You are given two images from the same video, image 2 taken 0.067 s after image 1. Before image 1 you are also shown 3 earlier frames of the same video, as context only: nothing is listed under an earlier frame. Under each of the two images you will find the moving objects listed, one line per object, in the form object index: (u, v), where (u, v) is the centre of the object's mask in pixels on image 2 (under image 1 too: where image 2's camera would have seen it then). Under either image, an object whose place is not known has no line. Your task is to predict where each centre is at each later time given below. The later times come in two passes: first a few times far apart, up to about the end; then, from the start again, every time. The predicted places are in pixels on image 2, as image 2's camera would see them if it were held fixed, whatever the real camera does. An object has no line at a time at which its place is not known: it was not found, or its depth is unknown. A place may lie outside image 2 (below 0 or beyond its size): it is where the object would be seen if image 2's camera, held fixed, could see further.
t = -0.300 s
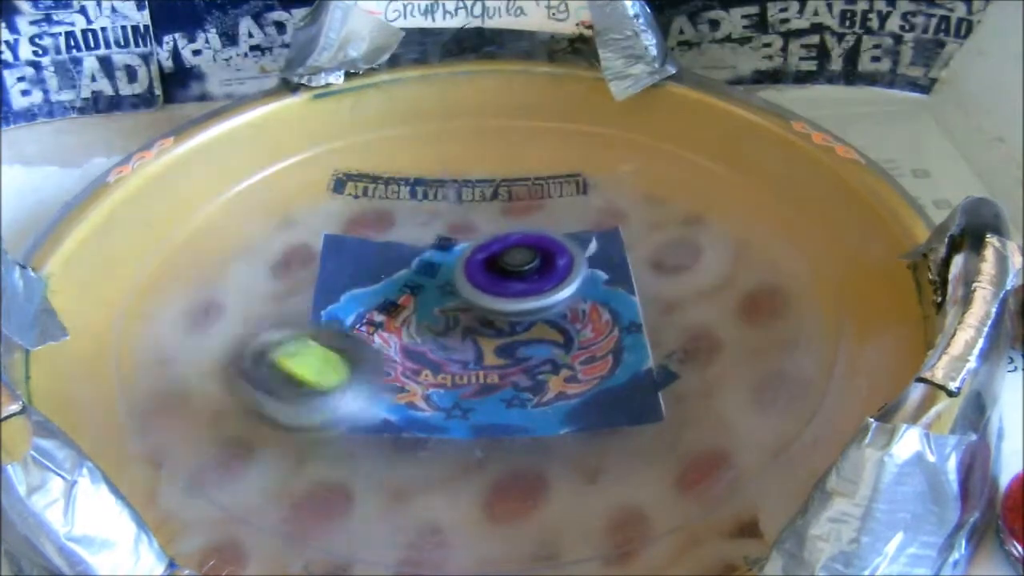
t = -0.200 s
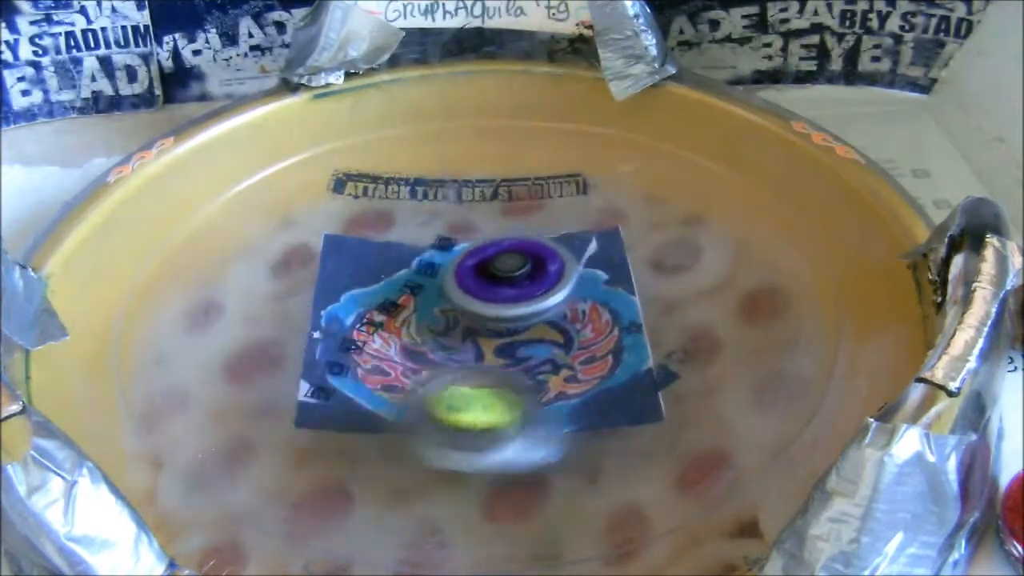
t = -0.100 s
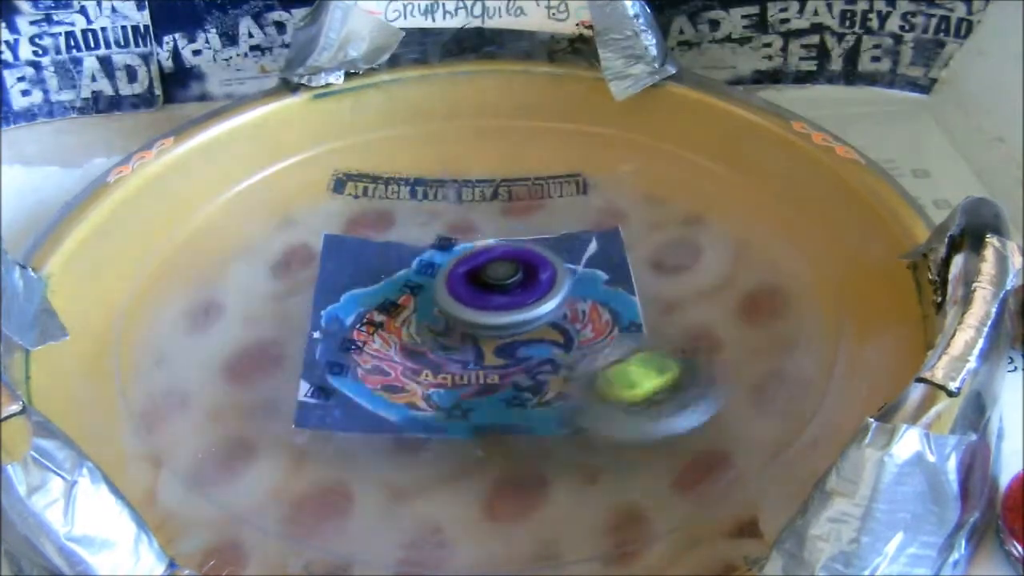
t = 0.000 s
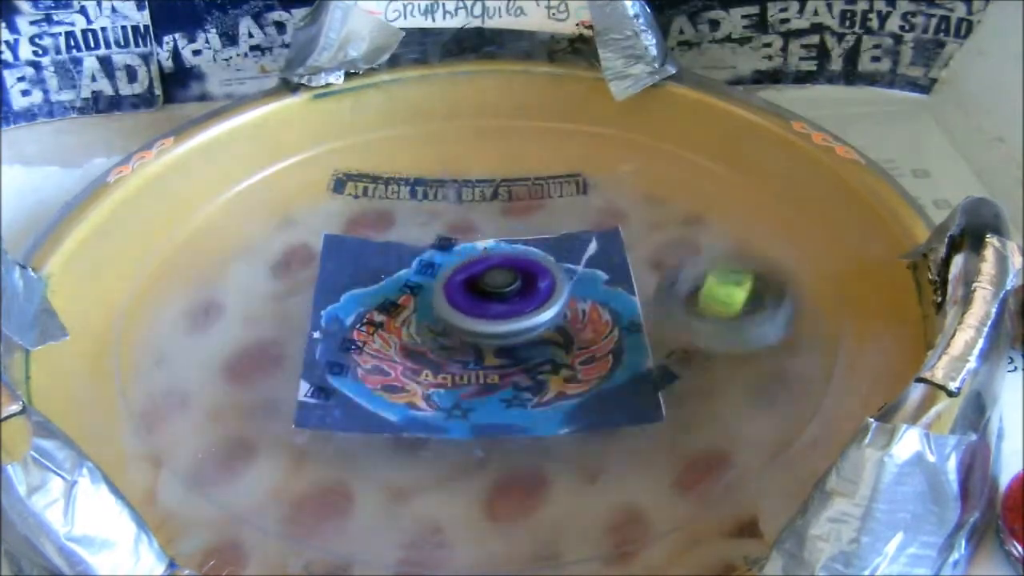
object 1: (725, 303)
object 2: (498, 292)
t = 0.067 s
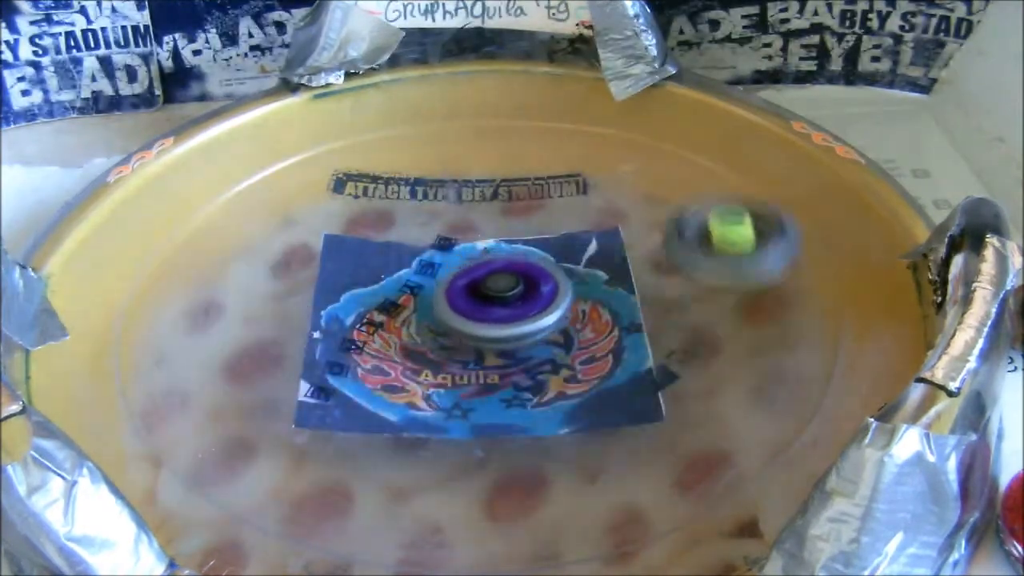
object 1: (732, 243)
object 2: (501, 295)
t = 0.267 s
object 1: (557, 129)
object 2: (506, 295)
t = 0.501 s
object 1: (272, 217)
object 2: (487, 289)
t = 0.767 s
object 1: (466, 421)
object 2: (465, 293)
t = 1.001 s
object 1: (739, 308)
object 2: (479, 286)
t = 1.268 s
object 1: (548, 149)
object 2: (458, 271)
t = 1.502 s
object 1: (266, 243)
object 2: (466, 281)
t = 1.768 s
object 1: (461, 431)
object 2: (495, 267)
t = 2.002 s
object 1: (710, 307)
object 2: (481, 267)
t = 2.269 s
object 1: (514, 150)
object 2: (505, 281)
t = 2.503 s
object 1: (251, 236)
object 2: (510, 277)
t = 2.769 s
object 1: (468, 405)
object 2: (489, 287)
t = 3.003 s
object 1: (700, 268)
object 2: (498, 294)
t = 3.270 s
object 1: (487, 140)
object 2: (492, 288)
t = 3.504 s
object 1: (273, 262)
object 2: (467, 288)
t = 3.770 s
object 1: (559, 399)
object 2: (475, 290)
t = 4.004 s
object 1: (711, 239)
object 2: (473, 276)
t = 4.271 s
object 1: (439, 167)
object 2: (467, 279)
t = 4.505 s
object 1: (296, 320)
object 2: (489, 279)
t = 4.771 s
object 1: (615, 393)
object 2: (489, 268)
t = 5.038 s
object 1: (639, 203)
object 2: (491, 284)
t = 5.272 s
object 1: (373, 185)
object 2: (505, 283)
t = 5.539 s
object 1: (342, 360)
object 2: (488, 287)
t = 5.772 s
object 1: (640, 347)
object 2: (493, 291)
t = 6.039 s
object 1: (578, 168)
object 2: (485, 287)
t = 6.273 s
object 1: (326, 204)
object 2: (471, 287)
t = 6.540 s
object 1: (440, 380)
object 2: (481, 280)
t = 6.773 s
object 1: (691, 294)
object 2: (473, 278)
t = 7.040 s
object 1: (522, 168)
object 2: (477, 279)
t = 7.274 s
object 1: (311, 267)
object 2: (490, 278)
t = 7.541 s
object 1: (545, 397)
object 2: (491, 273)
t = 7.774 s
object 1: (675, 254)
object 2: (487, 284)
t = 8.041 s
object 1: (427, 185)
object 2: (497, 287)
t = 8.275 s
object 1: (306, 319)
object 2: (488, 286)
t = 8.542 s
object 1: (605, 358)
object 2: (487, 289)
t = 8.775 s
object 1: (617, 204)
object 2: (485, 286)
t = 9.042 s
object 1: (352, 202)
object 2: (473, 285)
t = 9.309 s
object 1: (424, 367)
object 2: (486, 280)
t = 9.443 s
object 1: (598, 358)
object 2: (484, 278)
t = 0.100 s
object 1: (721, 214)
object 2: (503, 296)
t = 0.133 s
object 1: (700, 190)
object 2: (504, 297)
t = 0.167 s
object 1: (672, 167)
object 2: (503, 296)
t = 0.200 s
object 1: (638, 149)
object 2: (504, 295)
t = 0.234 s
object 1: (599, 137)
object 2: (505, 295)
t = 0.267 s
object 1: (557, 129)
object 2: (506, 295)
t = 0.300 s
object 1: (512, 125)
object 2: (506, 294)
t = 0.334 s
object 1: (469, 127)
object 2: (503, 293)
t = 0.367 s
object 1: (422, 136)
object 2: (503, 292)
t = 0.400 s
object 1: (380, 149)
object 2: (500, 291)
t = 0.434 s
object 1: (341, 166)
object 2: (495, 290)
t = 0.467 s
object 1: (303, 188)
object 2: (491, 289)
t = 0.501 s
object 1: (272, 217)
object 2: (487, 289)
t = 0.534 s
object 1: (255, 246)
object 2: (481, 290)
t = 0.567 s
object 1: (251, 275)
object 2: (479, 289)
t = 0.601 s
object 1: (260, 304)
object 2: (476, 288)
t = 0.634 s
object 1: (285, 334)
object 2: (470, 289)
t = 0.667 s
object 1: (317, 363)
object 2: (466, 291)
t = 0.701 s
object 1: (357, 385)
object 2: (465, 291)
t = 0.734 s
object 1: (405, 405)
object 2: (465, 292)
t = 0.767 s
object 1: (466, 421)
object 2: (465, 293)
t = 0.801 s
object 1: (521, 426)
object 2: (466, 294)
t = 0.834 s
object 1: (577, 423)
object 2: (468, 294)
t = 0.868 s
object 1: (621, 413)
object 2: (471, 294)
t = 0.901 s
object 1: (664, 394)
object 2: (474, 292)
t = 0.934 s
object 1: (701, 367)
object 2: (476, 290)
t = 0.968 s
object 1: (726, 336)
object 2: (477, 290)
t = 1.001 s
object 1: (739, 308)
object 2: (479, 286)
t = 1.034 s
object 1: (742, 277)
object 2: (478, 285)
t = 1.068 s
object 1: (739, 249)
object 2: (477, 283)
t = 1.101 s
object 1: (726, 222)
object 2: (474, 279)
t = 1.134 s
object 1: (703, 199)
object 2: (472, 276)
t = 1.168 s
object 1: (671, 179)
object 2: (469, 274)
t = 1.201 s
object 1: (633, 165)
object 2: (465, 273)
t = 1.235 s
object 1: (594, 155)
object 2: (461, 271)
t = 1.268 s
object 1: (548, 149)
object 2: (458, 271)
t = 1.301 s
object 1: (501, 148)
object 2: (455, 272)
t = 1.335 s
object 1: (458, 151)
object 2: (453, 274)
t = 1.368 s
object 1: (412, 160)
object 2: (452, 276)
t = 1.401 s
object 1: (371, 172)
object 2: (454, 277)
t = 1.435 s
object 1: (330, 194)
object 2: (457, 279)
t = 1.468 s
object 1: (295, 215)
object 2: (461, 280)
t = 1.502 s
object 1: (266, 243)
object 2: (466, 281)
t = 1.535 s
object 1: (253, 268)
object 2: (470, 281)
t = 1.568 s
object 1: (251, 295)
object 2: (475, 280)
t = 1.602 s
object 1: (262, 323)
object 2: (477, 279)
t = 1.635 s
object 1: (283, 351)
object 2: (485, 275)
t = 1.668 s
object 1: (314, 376)
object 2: (488, 273)
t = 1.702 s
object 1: (358, 399)
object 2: (492, 271)
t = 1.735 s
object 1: (408, 419)
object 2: (495, 269)
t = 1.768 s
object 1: (461, 431)
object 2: (495, 267)
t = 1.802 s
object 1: (515, 433)
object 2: (494, 266)
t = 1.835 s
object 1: (561, 428)
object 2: (492, 265)
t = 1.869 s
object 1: (610, 412)
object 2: (490, 263)
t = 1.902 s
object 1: (650, 393)
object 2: (488, 263)
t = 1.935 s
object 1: (678, 367)
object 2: (485, 264)
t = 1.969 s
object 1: (697, 337)
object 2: (483, 265)
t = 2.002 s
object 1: (710, 307)
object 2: (481, 267)
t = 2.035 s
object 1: (713, 276)
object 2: (483, 270)
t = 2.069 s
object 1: (703, 249)
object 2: (484, 273)
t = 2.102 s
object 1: (688, 224)
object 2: (486, 274)
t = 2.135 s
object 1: (666, 202)
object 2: (489, 277)
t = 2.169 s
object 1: (632, 184)
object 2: (494, 280)
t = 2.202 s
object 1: (598, 169)
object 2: (497, 281)
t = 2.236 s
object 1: (558, 157)
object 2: (500, 280)
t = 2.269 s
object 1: (514, 150)
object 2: (505, 281)
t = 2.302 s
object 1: (471, 148)
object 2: (506, 280)
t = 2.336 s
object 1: (427, 151)
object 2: (508, 280)
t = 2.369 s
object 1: (384, 161)
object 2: (509, 279)
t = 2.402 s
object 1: (345, 173)
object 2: (510, 279)
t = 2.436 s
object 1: (307, 189)
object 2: (512, 279)
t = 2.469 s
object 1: (273, 212)
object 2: (512, 278)
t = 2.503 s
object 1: (251, 236)
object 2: (510, 277)
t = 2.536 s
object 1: (240, 262)
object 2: (509, 278)
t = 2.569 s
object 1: (242, 291)
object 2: (507, 278)
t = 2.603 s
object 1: (256, 317)
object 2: (504, 278)
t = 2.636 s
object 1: (283, 341)
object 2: (500, 280)
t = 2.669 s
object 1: (323, 366)
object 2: (498, 280)
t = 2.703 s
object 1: (368, 385)
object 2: (495, 283)
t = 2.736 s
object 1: (418, 398)
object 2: (491, 285)
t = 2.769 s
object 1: (468, 405)
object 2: (489, 287)
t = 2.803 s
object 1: (524, 406)
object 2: (489, 288)
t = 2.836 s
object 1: (574, 395)
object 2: (489, 290)
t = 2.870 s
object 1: (618, 379)
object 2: (490, 292)
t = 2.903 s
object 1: (652, 359)
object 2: (492, 292)
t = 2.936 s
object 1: (679, 331)
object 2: (493, 293)
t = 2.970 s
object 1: (695, 300)
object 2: (496, 294)
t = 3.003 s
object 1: (700, 268)
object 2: (498, 294)
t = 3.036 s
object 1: (698, 242)
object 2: (500, 293)
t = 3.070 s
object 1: (686, 216)
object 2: (501, 293)
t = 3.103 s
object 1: (664, 193)
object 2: (501, 292)
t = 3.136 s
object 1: (638, 177)
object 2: (501, 291)
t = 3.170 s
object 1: (605, 159)
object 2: (500, 290)
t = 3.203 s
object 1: (568, 147)
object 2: (499, 288)
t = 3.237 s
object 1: (527, 142)
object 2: (496, 288)
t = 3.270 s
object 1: (487, 140)
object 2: (492, 288)
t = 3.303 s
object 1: (444, 144)
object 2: (488, 286)
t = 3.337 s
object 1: (405, 152)
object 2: (484, 286)
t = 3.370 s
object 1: (367, 166)
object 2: (478, 285)
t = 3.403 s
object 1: (331, 186)
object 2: (473, 285)
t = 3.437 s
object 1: (301, 207)
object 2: (470, 286)
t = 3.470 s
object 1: (281, 235)
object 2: (468, 287)
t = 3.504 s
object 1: (273, 262)
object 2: (467, 288)
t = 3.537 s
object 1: (280, 290)
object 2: (467, 288)
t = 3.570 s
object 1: (298, 318)
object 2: (468, 289)
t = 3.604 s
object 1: (328, 344)
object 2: (469, 289)
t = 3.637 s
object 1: (364, 365)
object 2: (471, 289)
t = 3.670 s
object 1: (407, 384)
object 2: (473, 288)
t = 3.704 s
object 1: (455, 397)
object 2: (474, 288)
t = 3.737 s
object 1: (509, 404)
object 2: (476, 288)
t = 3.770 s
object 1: (559, 399)
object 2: (475, 290)
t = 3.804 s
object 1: (609, 388)
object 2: (477, 288)
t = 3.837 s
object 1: (649, 371)
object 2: (479, 285)
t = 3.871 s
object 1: (681, 351)
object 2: (478, 283)
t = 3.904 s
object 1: (703, 321)
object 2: (476, 280)
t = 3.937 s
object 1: (711, 295)
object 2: (475, 278)
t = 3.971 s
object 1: (719, 264)
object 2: (475, 277)
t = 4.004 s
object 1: (711, 239)
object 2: (473, 276)
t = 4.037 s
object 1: (696, 214)
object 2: (471, 275)
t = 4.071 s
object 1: (671, 195)
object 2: (469, 274)
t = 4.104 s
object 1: (641, 182)
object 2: (467, 275)
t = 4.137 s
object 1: (606, 170)
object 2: (466, 275)
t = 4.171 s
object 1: (565, 162)
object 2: (465, 276)
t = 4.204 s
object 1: (524, 159)
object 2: (465, 277)
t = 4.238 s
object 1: (481, 160)
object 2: (466, 278)
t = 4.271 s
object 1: (439, 167)
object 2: (467, 279)
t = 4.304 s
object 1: (396, 181)
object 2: (470, 279)
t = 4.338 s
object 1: (362, 197)
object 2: (473, 280)
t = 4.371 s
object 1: (330, 215)
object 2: (476, 280)
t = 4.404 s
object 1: (303, 239)
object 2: (479, 280)
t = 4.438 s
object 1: (290, 264)
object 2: (482, 280)
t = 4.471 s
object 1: (286, 292)
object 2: (485, 279)
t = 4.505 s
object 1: (296, 320)
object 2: (489, 279)
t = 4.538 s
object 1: (317, 345)
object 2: (492, 276)
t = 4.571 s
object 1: (344, 369)
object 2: (494, 274)
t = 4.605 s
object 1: (384, 387)
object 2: (497, 272)
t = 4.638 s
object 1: (425, 402)
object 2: (497, 270)
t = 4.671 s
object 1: (475, 412)
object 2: (498, 268)
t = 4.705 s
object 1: (525, 413)
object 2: (496, 268)
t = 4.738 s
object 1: (574, 407)
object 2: (493, 267)
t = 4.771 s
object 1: (615, 393)
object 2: (489, 268)
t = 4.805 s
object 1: (652, 372)
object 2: (486, 270)
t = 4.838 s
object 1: (674, 352)
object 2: (484, 272)
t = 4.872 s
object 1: (691, 324)
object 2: (484, 274)
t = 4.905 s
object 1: (699, 293)
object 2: (484, 276)
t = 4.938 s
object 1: (697, 268)
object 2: (486, 280)
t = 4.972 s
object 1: (684, 244)
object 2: (487, 282)
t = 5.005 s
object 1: (668, 221)
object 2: (489, 283)
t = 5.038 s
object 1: (639, 203)
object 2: (491, 284)
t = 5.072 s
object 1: (606, 189)
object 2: (494, 285)
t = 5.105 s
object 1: (569, 175)
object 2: (498, 286)
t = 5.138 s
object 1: (532, 171)
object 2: (501, 286)
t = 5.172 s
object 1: (490, 168)
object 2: (503, 286)
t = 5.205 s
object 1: (448, 170)
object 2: (504, 285)
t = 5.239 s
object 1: (405, 174)
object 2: (505, 284)
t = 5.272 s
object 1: (373, 185)
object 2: (505, 283)
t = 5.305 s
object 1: (335, 200)
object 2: (503, 284)
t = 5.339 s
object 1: (303, 219)
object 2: (503, 284)
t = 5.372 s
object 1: (279, 243)
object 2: (500, 283)
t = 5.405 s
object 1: (268, 266)
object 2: (497, 284)
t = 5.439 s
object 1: (269, 291)
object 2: (495, 284)
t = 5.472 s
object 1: (283, 319)
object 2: (492, 285)
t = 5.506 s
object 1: (306, 340)
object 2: (490, 286)
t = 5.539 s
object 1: (342, 360)
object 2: (488, 287)
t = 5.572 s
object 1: (379, 378)
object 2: (487, 288)
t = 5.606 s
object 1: (423, 389)
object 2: (487, 289)
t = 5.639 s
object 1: (471, 395)
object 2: (487, 290)
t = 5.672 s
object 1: (524, 395)
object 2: (489, 290)
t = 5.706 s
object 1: (571, 384)
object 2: (491, 291)
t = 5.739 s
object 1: (605, 370)
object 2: (492, 291)
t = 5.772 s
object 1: (640, 347)
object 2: (493, 291)
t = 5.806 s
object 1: (662, 323)
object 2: (494, 291)
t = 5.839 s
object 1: (674, 299)
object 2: (494, 291)
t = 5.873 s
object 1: (679, 266)
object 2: (495, 290)
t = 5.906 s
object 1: (673, 243)
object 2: (495, 289)
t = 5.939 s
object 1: (661, 219)
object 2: (493, 288)
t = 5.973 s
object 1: (636, 200)
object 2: (490, 286)
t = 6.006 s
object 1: (610, 184)
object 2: (489, 286)
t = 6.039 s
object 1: (578, 168)
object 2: (485, 287)
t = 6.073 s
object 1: (543, 160)
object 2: (482, 286)
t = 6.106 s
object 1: (504, 153)
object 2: (476, 284)
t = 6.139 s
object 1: (466, 154)
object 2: (474, 285)
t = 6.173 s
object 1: (428, 161)
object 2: (472, 286)
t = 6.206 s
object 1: (389, 172)
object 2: (471, 286)
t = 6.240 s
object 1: (357, 186)
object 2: (471, 286)
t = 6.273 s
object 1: (326, 204)
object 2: (471, 287)
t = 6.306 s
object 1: (301, 229)
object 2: (472, 287)
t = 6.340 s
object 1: (290, 254)
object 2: (473, 287)
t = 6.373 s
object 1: (291, 278)
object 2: (474, 288)
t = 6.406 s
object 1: (303, 303)
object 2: (475, 287)
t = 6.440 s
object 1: (328, 329)
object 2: (479, 286)
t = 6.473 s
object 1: (362, 351)
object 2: (480, 285)
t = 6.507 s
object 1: (403, 369)
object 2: (481, 284)
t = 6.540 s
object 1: (440, 380)
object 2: (481, 280)
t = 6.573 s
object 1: (489, 385)
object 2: (479, 280)
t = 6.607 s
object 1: (540, 387)
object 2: (477, 279)
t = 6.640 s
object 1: (582, 379)
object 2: (475, 278)
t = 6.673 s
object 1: (624, 364)
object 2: (474, 278)
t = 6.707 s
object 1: (654, 343)
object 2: (473, 278)
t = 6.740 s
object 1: (678, 320)
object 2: (473, 277)
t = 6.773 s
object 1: (691, 294)
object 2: (473, 278)
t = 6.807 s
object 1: (697, 267)
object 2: (473, 278)
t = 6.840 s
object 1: (691, 243)
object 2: (474, 278)
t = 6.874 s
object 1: (679, 220)
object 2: (473, 278)
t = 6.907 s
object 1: (656, 200)
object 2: (473, 278)
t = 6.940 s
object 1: (628, 187)
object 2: (474, 278)
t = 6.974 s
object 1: (595, 175)
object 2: (475, 278)
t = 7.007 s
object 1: (559, 168)
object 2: (476, 279)
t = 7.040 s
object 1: (522, 168)
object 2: (477, 279)
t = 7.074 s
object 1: (480, 169)
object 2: (478, 279)
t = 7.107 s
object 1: (442, 175)
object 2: (479, 280)
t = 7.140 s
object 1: (406, 186)
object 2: (481, 279)
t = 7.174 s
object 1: (372, 202)
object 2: (483, 280)
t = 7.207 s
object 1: (342, 223)
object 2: (485, 280)
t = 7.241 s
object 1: (322, 244)
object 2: (488, 279)
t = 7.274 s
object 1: (311, 267)
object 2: (490, 278)
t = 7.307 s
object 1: (310, 295)
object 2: (492, 277)
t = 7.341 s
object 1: (324, 319)
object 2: (493, 276)
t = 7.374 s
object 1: (345, 344)
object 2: (493, 275)
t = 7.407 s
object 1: (378, 364)
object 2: (493, 274)
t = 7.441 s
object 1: (410, 381)
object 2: (493, 273)
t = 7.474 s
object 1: (455, 394)
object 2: (492, 273)
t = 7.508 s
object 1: (501, 399)
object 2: (492, 273)
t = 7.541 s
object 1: (545, 397)
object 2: (491, 273)
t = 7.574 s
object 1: (589, 387)
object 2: (490, 274)
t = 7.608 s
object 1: (627, 371)
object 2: (489, 274)
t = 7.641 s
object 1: (652, 354)
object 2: (488, 275)
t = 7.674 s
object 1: (674, 329)
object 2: (487, 277)
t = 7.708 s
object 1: (684, 303)
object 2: (486, 279)
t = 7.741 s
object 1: (686, 274)
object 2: (487, 283)
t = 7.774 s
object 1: (675, 254)
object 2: (487, 284)
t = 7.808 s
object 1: (662, 233)
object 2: (488, 285)
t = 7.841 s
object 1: (639, 215)
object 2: (489, 286)
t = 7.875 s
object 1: (610, 201)
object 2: (491, 286)
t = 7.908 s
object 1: (577, 190)
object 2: (493, 287)
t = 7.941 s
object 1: (541, 182)
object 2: (496, 287)
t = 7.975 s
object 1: (500, 178)
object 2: (497, 287)
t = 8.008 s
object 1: (463, 181)
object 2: (498, 286)
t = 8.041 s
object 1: (427, 185)
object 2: (497, 287)
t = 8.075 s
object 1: (389, 196)
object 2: (498, 286)
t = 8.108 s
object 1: (355, 208)
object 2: (497, 285)
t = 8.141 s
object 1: (324, 226)
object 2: (496, 285)
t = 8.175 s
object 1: (303, 246)
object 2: (494, 285)
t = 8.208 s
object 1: (292, 267)
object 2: (492, 285)
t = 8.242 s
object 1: (292, 293)
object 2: (490, 285)
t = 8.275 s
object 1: (306, 319)
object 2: (488, 286)
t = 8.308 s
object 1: (328, 337)
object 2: (486, 287)
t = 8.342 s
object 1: (360, 357)
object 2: (486, 287)
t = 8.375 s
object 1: (398, 373)
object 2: (485, 288)
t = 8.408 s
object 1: (438, 383)
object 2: (485, 288)
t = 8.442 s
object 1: (482, 388)
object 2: (484, 289)
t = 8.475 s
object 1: (525, 385)
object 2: (484, 289)
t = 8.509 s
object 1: (569, 375)
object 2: (485, 289)
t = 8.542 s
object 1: (605, 358)
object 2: (487, 289)
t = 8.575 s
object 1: (631, 341)
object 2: (488, 288)
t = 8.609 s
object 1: (650, 318)
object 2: (487, 290)
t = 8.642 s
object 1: (660, 291)
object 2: (487, 290)
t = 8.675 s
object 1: (660, 263)
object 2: (490, 286)
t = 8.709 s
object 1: (654, 243)
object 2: (489, 286)
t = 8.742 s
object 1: (640, 221)
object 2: (486, 286)
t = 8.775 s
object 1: (617, 204)
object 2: (485, 286)
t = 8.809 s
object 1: (589, 190)
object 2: (483, 282)
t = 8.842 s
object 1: (558, 177)
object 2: (481, 282)
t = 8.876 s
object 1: (525, 170)
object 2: (477, 282)
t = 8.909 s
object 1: (487, 167)
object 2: (476, 282)
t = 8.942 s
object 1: (449, 170)
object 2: (474, 283)
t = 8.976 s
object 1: (415, 176)
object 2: (474, 284)
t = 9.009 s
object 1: (383, 187)
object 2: (473, 285)
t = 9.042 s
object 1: (352, 202)
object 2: (473, 285)
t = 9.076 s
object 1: (326, 222)
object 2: (474, 286)
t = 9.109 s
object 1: (310, 246)
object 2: (475, 286)
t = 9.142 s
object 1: (305, 268)
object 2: (476, 287)
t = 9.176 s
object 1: (313, 292)
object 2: (479, 287)
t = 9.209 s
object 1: (334, 315)
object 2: (481, 286)
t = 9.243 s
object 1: (360, 336)
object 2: (484, 285)
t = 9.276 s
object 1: (388, 353)
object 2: (485, 283)
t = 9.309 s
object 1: (424, 367)
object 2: (486, 280)
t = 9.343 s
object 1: (473, 374)
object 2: (486, 279)
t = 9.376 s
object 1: (518, 376)
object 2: (485, 279)
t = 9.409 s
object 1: (560, 371)
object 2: (485, 279)
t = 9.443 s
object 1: (598, 358)
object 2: (484, 278)
